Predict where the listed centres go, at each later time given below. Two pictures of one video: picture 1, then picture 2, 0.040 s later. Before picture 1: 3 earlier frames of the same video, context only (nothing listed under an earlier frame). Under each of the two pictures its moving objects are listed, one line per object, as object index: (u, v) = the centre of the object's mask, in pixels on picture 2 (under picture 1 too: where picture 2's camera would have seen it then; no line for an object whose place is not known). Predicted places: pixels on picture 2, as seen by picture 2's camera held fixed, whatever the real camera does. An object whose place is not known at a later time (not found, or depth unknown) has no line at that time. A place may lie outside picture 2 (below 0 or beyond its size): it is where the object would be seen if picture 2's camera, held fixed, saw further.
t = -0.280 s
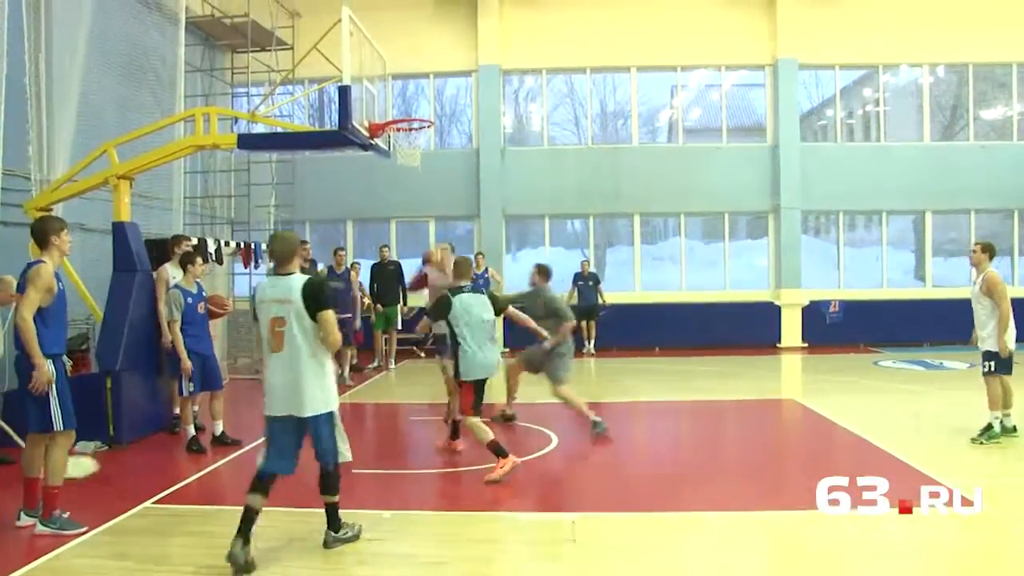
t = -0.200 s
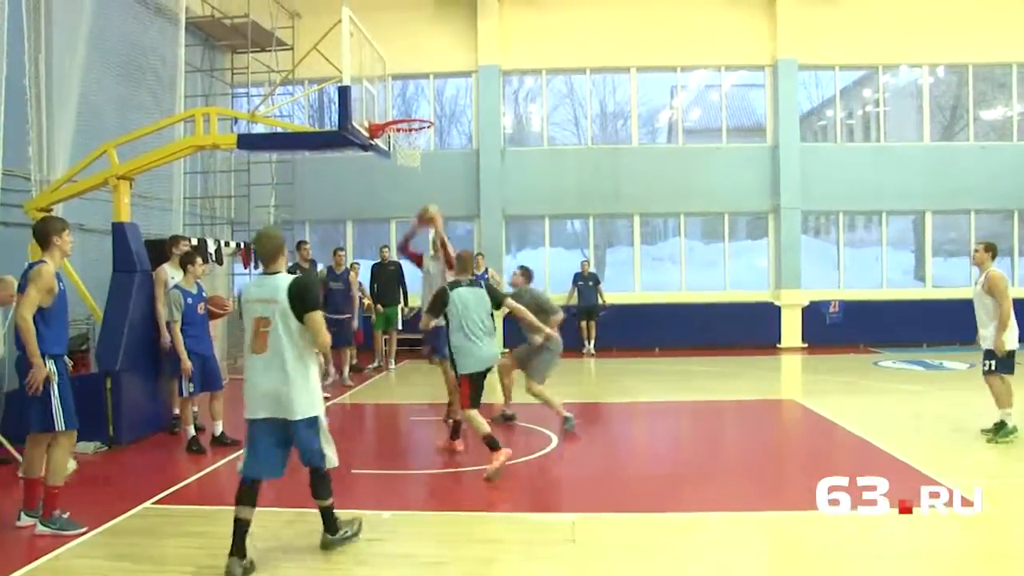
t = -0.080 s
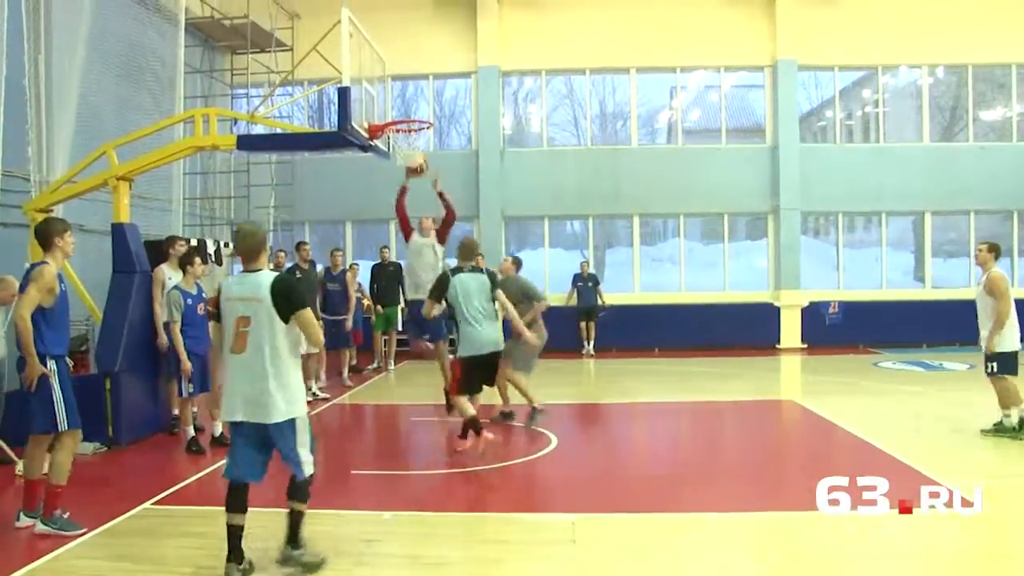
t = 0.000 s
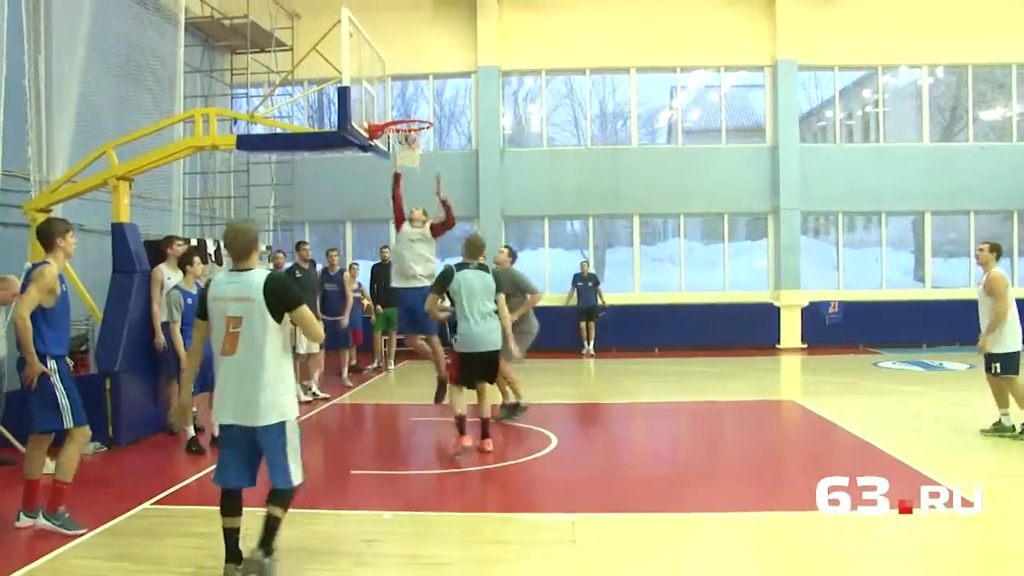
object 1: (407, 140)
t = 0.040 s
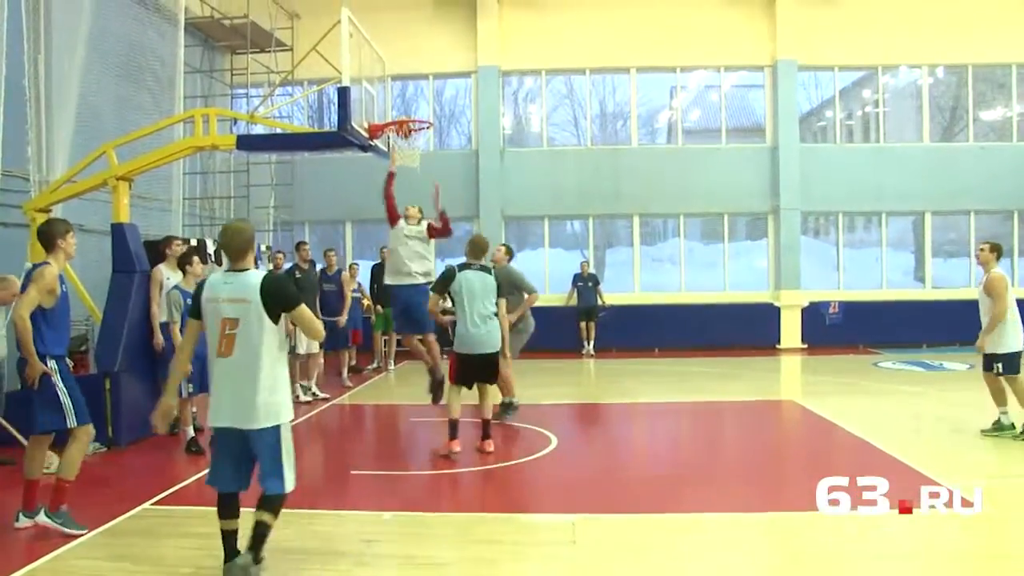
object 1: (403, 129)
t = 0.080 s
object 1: (400, 118)
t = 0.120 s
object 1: (397, 112)
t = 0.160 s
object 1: (392, 104)
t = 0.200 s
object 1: (389, 99)
